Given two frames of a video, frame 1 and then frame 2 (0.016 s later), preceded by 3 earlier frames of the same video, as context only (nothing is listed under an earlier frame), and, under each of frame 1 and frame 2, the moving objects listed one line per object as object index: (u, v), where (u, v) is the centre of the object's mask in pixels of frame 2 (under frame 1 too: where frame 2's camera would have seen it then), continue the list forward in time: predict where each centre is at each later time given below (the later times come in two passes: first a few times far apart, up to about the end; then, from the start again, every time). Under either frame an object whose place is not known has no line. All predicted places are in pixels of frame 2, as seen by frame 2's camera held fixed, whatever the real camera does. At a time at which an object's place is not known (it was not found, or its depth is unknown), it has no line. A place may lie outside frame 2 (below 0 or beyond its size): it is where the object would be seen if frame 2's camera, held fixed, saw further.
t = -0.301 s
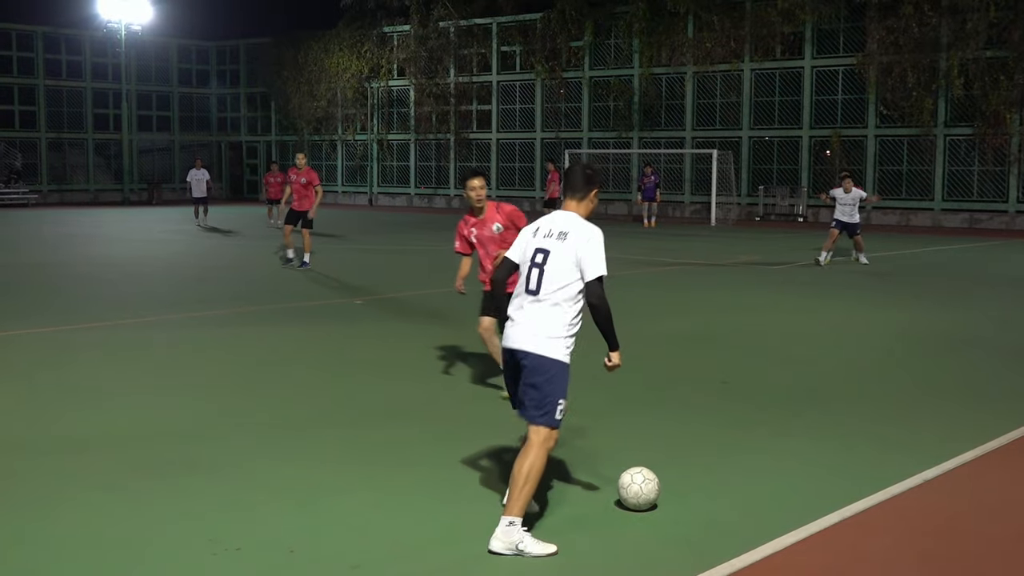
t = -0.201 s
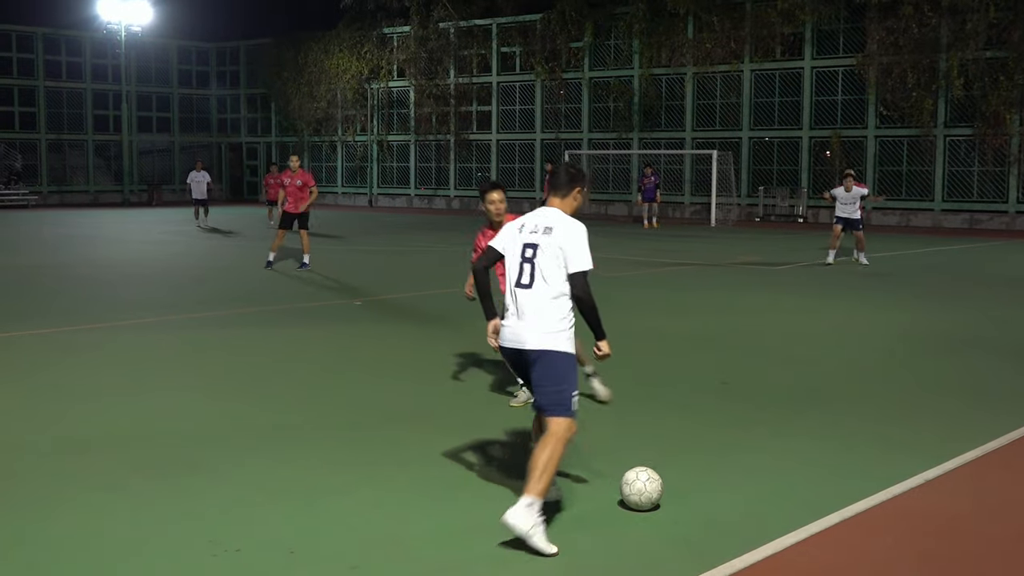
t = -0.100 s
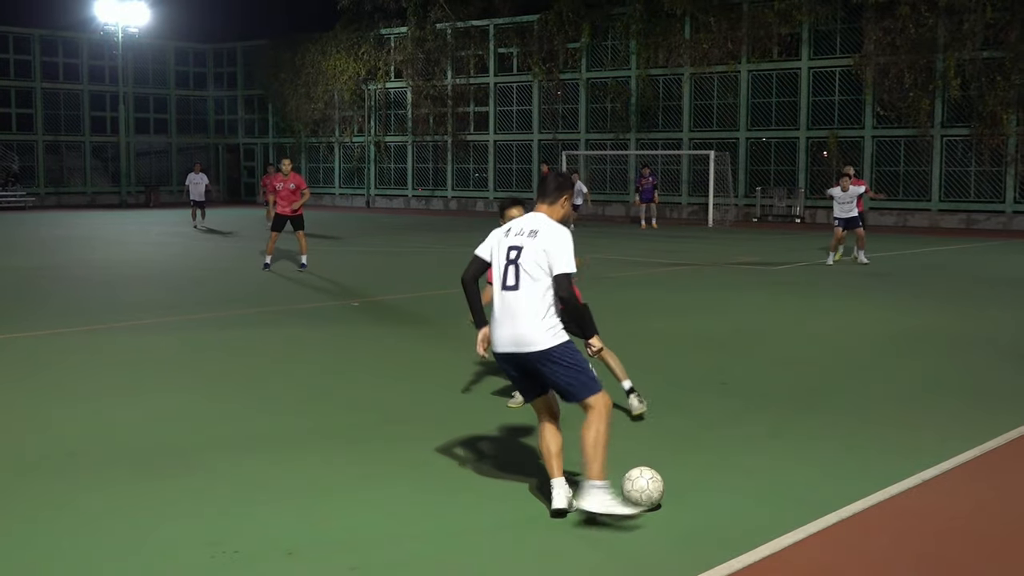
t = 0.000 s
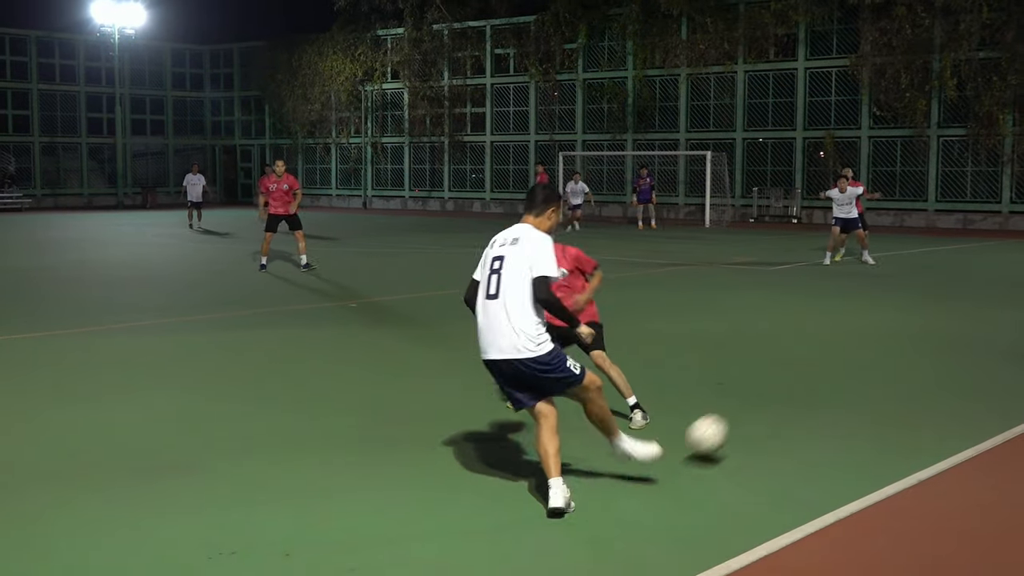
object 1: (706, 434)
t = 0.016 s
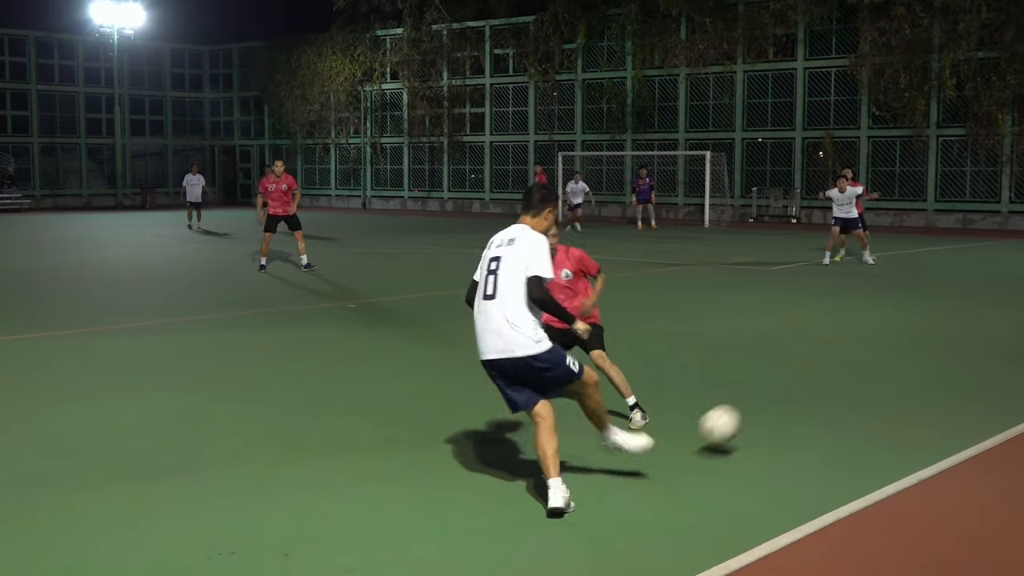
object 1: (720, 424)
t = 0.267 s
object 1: (850, 360)
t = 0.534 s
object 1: (913, 320)
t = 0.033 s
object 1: (732, 415)
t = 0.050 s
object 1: (744, 407)
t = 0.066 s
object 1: (756, 399)
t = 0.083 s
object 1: (766, 393)
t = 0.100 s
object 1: (776, 387)
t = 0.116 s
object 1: (786, 382)
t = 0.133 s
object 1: (795, 378)
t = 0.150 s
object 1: (803, 374)
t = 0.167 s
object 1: (811, 370)
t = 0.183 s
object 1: (818, 368)
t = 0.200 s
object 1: (825, 367)
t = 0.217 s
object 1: (832, 365)
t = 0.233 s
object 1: (839, 364)
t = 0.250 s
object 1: (845, 362)
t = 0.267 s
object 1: (850, 360)
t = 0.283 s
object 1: (856, 356)
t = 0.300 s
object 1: (860, 352)
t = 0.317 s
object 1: (865, 347)
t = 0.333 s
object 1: (870, 342)
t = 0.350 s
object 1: (874, 337)
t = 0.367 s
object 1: (878, 333)
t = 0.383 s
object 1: (882, 330)
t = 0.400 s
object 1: (886, 328)
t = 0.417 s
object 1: (890, 326)
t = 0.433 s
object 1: (893, 324)
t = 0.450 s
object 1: (897, 322)
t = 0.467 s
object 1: (900, 321)
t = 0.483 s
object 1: (904, 320)
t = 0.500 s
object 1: (907, 319)
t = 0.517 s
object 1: (910, 320)
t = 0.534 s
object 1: (913, 320)
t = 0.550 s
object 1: (916, 318)
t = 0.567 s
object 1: (918, 316)
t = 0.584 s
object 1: (920, 313)
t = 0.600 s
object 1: (922, 309)
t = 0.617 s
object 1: (924, 306)
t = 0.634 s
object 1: (926, 304)
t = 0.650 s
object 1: (928, 302)
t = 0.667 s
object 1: (929, 301)
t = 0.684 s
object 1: (931, 300)
